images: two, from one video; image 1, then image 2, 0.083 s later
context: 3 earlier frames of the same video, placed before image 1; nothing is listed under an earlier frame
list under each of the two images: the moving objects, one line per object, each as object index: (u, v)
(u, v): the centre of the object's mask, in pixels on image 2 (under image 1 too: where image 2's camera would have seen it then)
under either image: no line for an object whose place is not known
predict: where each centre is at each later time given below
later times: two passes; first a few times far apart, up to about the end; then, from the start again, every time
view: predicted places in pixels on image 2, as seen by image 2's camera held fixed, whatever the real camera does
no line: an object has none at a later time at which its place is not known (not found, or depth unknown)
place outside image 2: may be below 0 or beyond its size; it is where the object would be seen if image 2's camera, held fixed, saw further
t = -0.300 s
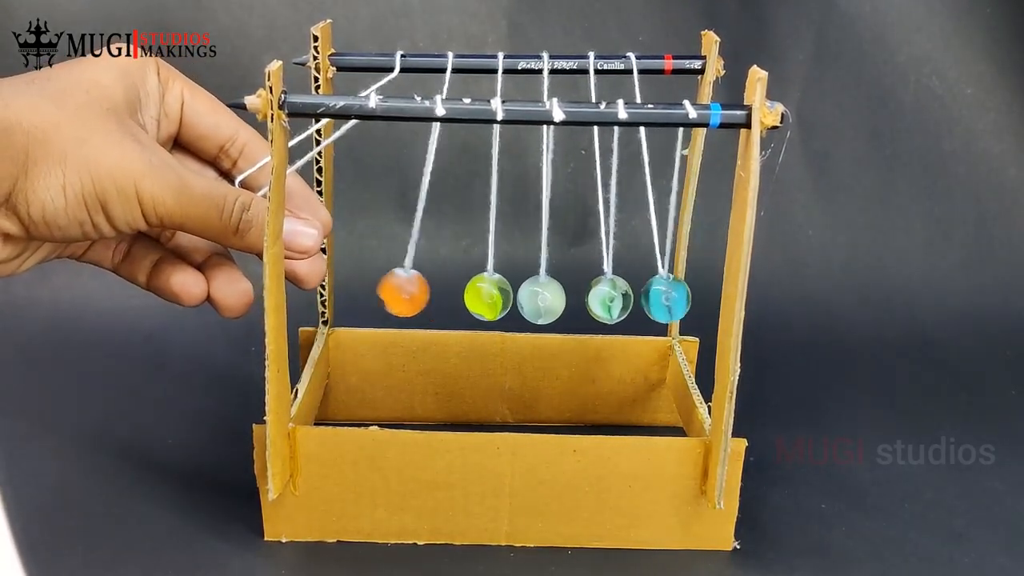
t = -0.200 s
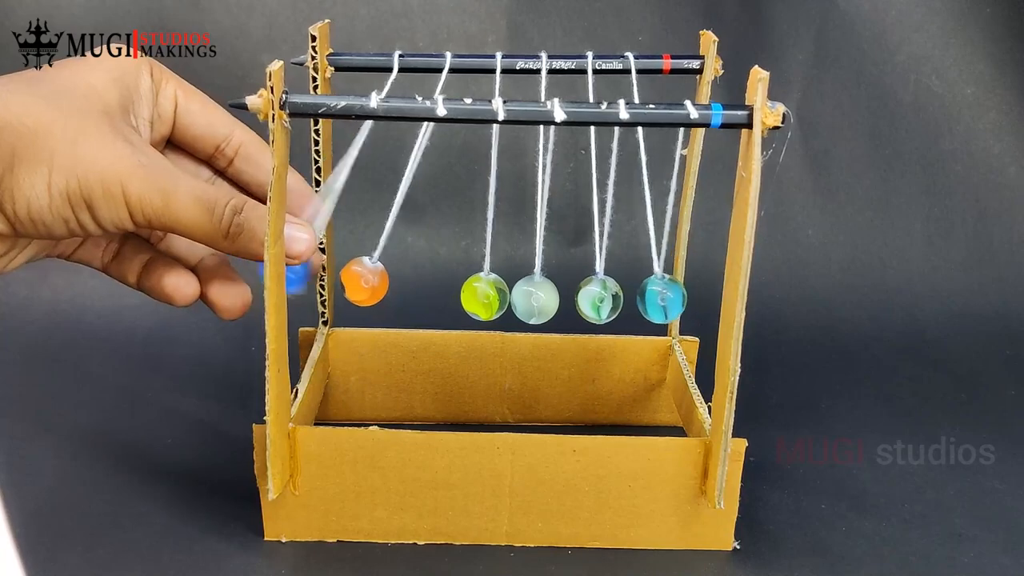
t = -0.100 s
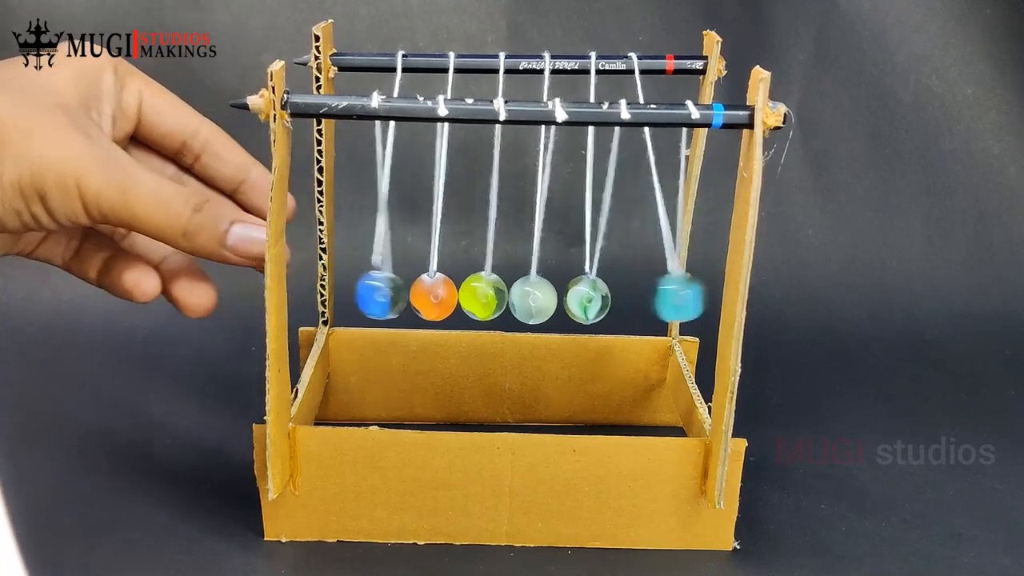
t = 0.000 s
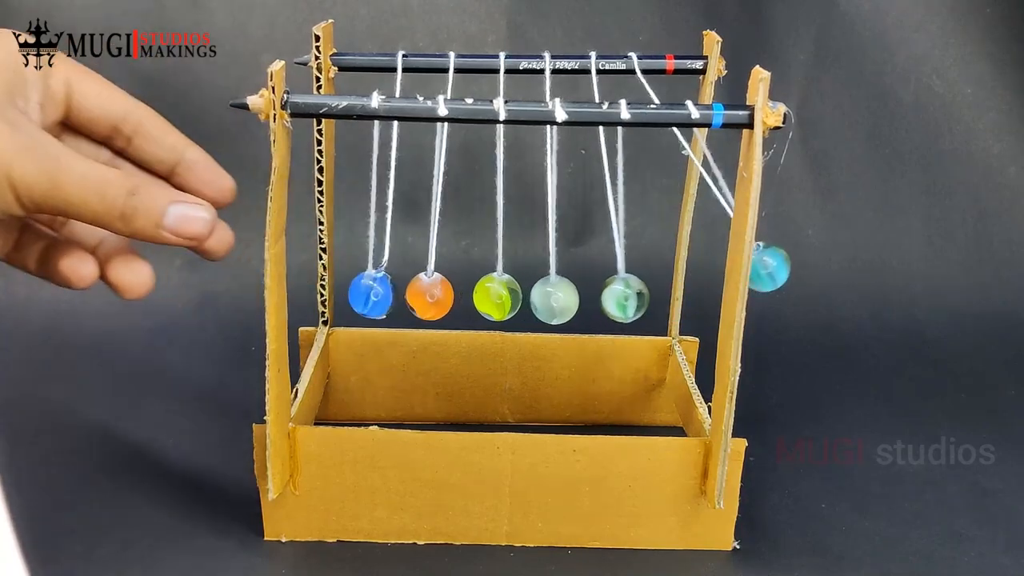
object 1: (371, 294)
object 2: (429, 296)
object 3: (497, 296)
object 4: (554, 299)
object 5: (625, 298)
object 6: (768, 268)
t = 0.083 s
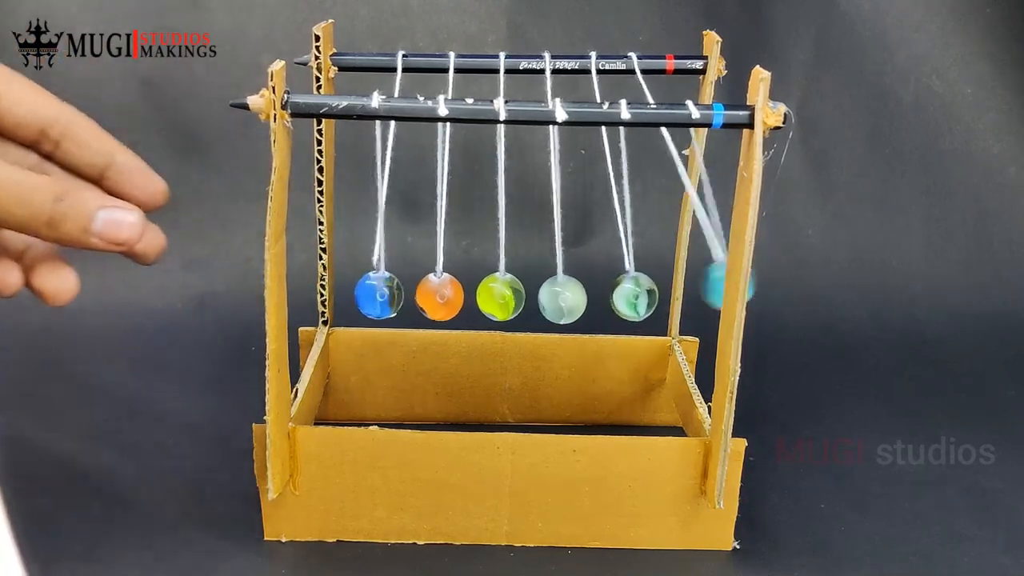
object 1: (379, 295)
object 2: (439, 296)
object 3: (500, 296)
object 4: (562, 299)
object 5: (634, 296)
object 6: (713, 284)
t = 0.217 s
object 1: (324, 285)
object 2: (430, 295)
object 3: (488, 296)
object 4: (539, 299)
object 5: (590, 299)
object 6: (648, 300)
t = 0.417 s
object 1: (363, 294)
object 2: (416, 294)
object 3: (478, 295)
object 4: (529, 298)
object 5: (585, 299)
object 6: (639, 300)
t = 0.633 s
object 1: (398, 296)
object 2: (450, 297)
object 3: (505, 296)
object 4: (554, 299)
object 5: (635, 296)
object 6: (708, 288)
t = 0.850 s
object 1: (317, 282)
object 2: (400, 291)
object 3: (477, 295)
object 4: (528, 298)
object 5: (578, 298)
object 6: (630, 299)
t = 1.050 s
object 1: (391, 296)
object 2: (443, 297)
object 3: (492, 296)
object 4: (546, 299)
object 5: (596, 299)
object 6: (648, 299)
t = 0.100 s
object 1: (381, 296)
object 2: (442, 297)
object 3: (500, 297)
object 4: (561, 299)
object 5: (631, 297)
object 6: (705, 291)
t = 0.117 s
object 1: (383, 296)
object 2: (444, 297)
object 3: (499, 296)
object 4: (559, 299)
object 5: (626, 298)
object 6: (690, 295)
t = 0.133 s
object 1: (386, 296)
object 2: (447, 297)
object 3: (499, 297)
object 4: (557, 299)
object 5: (619, 298)
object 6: (669, 299)
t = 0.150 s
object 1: (389, 295)
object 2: (448, 297)
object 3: (498, 296)
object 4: (550, 299)
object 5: (602, 299)
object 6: (660, 299)
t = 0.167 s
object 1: (378, 295)
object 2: (442, 297)
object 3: (496, 296)
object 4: (549, 299)
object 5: (599, 299)
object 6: (650, 299)
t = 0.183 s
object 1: (359, 293)
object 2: (443, 297)
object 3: (493, 296)
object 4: (546, 300)
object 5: (596, 299)
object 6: (647, 299)
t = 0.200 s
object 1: (340, 290)
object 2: (439, 296)
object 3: (491, 296)
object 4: (541, 299)
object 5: (591, 299)
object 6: (648, 300)
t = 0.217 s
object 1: (324, 285)
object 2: (430, 295)
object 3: (488, 296)
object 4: (539, 299)
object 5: (590, 299)
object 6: (648, 300)
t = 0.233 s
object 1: (310, 280)
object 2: (421, 295)
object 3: (486, 296)
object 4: (535, 299)
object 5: (591, 299)
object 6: (649, 300)
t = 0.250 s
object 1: (302, 275)
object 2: (413, 294)
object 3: (482, 296)
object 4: (533, 298)
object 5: (591, 299)
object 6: (649, 299)
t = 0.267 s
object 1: (298, 271)
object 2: (406, 293)
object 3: (479, 295)
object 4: (531, 299)
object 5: (592, 299)
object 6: (648, 299)
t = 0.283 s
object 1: (295, 267)
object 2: (400, 291)
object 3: (476, 295)
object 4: (529, 298)
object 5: (592, 299)
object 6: (648, 300)
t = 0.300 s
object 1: (294, 265)
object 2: (396, 290)
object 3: (474, 295)
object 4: (528, 298)
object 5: (593, 299)
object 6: (647, 300)
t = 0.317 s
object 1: (294, 265)
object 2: (393, 290)
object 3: (472, 295)
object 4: (526, 298)
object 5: (593, 299)
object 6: (646, 299)
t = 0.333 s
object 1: (296, 268)
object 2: (391, 289)
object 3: (471, 295)
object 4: (526, 298)
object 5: (593, 299)
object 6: (644, 300)
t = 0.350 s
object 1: (298, 271)
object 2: (391, 290)
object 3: (471, 294)
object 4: (525, 298)
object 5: (593, 299)
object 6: (642, 300)
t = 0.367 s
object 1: (303, 275)
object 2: (393, 290)
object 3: (471, 294)
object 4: (525, 298)
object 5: (592, 299)
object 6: (641, 300)
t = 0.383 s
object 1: (311, 280)
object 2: (396, 290)
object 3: (472, 294)
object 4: (526, 298)
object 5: (590, 299)
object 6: (640, 300)
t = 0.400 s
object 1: (347, 291)
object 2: (407, 293)
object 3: (475, 295)
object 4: (528, 299)
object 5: (586, 299)
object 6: (639, 300)
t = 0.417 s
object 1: (363, 294)
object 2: (416, 294)
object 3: (478, 295)
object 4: (529, 298)
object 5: (585, 299)
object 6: (639, 300)
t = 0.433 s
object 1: (376, 295)
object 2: (431, 295)
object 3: (481, 296)
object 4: (531, 299)
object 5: (583, 298)
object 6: (638, 300)
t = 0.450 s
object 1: (386, 296)
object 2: (436, 296)
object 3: (485, 295)
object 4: (535, 299)
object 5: (589, 299)
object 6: (642, 300)
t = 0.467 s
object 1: (387, 296)
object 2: (438, 296)
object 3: (489, 296)
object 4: (540, 299)
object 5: (592, 299)
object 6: (655, 300)
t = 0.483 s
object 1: (389, 296)
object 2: (441, 296)
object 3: (491, 296)
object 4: (541, 299)
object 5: (600, 299)
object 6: (670, 299)
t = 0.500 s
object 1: (391, 296)
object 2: (443, 296)
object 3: (492, 296)
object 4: (543, 299)
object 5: (608, 299)
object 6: (684, 296)
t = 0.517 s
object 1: (393, 296)
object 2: (445, 297)
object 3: (494, 296)
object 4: (546, 299)
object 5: (615, 299)
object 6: (696, 294)
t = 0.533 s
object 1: (394, 296)
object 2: (446, 297)
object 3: (497, 296)
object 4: (548, 299)
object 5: (622, 298)
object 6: (703, 291)
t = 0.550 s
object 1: (396, 296)
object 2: (447, 297)
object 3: (499, 296)
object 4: (550, 299)
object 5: (627, 297)
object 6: (707, 289)
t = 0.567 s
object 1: (397, 296)
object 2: (448, 297)
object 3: (501, 296)
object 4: (551, 299)
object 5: (631, 297)
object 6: (710, 287)
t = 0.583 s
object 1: (398, 296)
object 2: (449, 297)
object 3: (503, 296)
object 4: (552, 299)
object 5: (634, 296)
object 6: (711, 285)
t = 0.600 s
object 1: (398, 296)
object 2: (449, 297)
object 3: (504, 296)
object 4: (553, 299)
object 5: (636, 296)
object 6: (712, 285)
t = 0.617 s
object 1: (398, 296)
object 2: (450, 297)
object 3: (504, 296)
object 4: (554, 299)
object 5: (636, 296)
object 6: (711, 286)
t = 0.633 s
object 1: (398, 296)
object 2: (450, 297)
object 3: (505, 296)
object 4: (554, 299)
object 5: (635, 296)
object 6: (708, 288)
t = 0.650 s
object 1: (397, 296)
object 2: (450, 297)
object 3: (505, 296)
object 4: (554, 299)
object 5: (632, 297)
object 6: (705, 290)
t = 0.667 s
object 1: (396, 296)
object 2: (450, 297)
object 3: (504, 296)
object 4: (553, 299)
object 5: (628, 297)
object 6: (700, 293)
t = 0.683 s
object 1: (394, 296)
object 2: (450, 297)
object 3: (503, 296)
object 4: (552, 299)
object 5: (622, 298)
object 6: (688, 295)
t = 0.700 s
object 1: (393, 296)
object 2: (449, 297)
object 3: (501, 296)
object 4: (551, 299)
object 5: (616, 298)
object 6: (676, 298)
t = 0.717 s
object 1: (392, 296)
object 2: (448, 297)
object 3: (500, 296)
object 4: (549, 299)
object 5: (609, 299)
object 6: (663, 299)
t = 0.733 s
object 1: (386, 296)
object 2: (440, 296)
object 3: (494, 296)
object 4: (544, 299)
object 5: (593, 299)
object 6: (642, 300)
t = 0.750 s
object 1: (373, 295)
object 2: (436, 296)
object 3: (487, 296)
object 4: (542, 299)
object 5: (591, 299)
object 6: (639, 299)
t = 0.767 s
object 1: (360, 294)
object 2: (430, 296)
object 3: (483, 295)
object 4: (540, 299)
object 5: (588, 299)
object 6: (637, 300)
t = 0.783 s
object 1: (349, 292)
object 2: (422, 295)
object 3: (481, 295)
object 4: (537, 299)
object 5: (586, 299)
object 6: (635, 300)
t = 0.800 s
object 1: (339, 289)
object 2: (415, 294)
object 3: (479, 295)
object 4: (535, 299)
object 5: (583, 299)
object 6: (634, 299)
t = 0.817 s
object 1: (329, 287)
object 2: (409, 293)
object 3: (478, 295)
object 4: (532, 299)
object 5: (581, 299)
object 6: (632, 299)
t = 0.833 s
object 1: (322, 284)
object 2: (404, 292)
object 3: (477, 295)
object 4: (530, 298)
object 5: (579, 298)
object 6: (631, 299)
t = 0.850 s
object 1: (317, 282)
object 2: (400, 291)
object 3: (477, 295)
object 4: (528, 298)
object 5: (578, 298)
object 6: (630, 299)
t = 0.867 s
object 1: (314, 281)
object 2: (397, 291)
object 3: (477, 295)
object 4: (527, 298)
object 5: (576, 298)
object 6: (629, 299)
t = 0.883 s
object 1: (314, 281)
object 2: (396, 291)
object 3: (476, 295)
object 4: (527, 298)
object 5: (576, 298)
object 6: (629, 299)
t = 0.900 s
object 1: (315, 281)
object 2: (396, 291)
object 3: (476, 295)
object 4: (527, 298)
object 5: (576, 298)
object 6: (629, 299)
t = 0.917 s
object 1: (319, 283)
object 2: (398, 291)
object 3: (476, 295)
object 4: (527, 298)
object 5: (578, 298)
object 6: (629, 299)
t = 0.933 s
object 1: (325, 285)
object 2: (401, 292)
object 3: (476, 295)
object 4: (527, 298)
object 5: (579, 298)
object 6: (629, 299)
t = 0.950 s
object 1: (333, 288)
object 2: (406, 293)
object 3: (477, 295)
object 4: (528, 298)
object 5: (581, 299)
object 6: (630, 299)
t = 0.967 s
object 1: (344, 291)
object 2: (411, 294)
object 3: (478, 296)
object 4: (529, 298)
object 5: (583, 299)
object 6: (632, 299)
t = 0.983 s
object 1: (354, 293)
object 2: (418, 294)
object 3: (480, 295)
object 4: (530, 298)
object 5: (584, 299)
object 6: (634, 299)
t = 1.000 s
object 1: (366, 295)
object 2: (425, 295)
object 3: (482, 296)
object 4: (532, 299)
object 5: (585, 299)
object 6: (637, 300)
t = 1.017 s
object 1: (379, 296)
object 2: (433, 296)
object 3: (485, 296)
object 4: (534, 299)
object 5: (587, 299)
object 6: (639, 300)
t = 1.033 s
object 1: (388, 296)
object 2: (439, 296)
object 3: (490, 296)
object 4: (540, 299)
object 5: (590, 299)
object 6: (642, 300)
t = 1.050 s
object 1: (391, 296)
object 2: (443, 297)
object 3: (492, 296)
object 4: (546, 299)
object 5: (596, 299)
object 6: (648, 299)
